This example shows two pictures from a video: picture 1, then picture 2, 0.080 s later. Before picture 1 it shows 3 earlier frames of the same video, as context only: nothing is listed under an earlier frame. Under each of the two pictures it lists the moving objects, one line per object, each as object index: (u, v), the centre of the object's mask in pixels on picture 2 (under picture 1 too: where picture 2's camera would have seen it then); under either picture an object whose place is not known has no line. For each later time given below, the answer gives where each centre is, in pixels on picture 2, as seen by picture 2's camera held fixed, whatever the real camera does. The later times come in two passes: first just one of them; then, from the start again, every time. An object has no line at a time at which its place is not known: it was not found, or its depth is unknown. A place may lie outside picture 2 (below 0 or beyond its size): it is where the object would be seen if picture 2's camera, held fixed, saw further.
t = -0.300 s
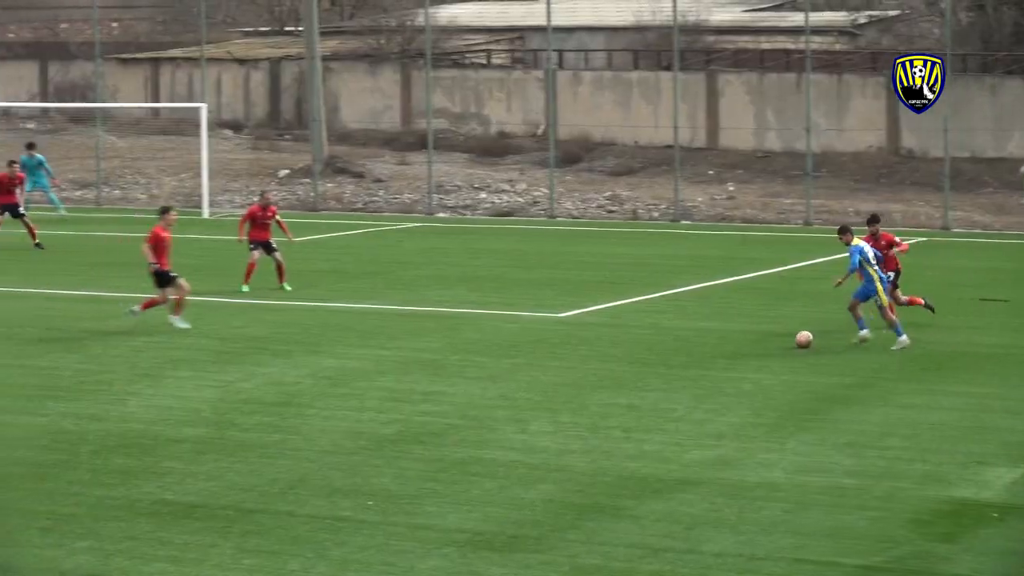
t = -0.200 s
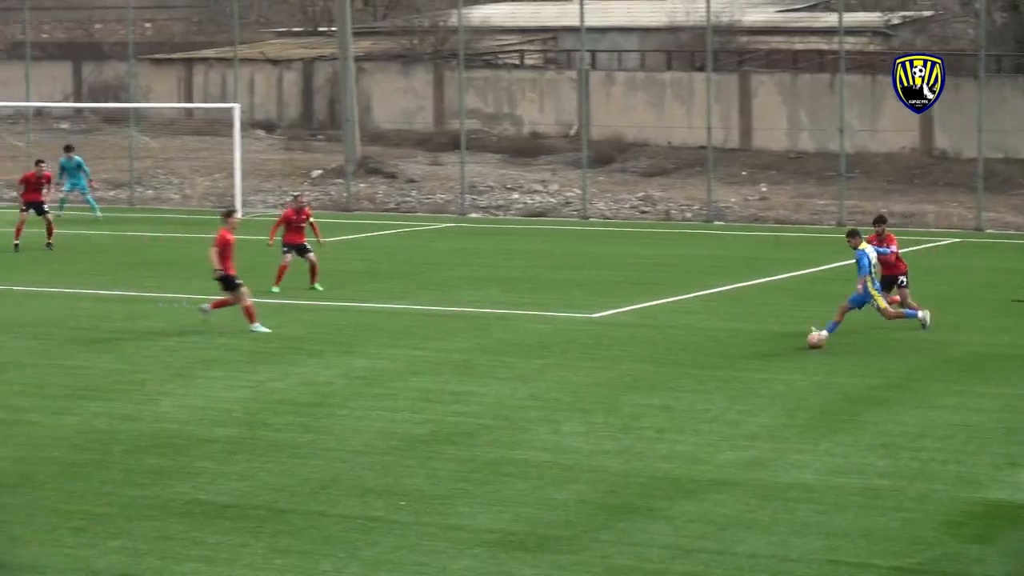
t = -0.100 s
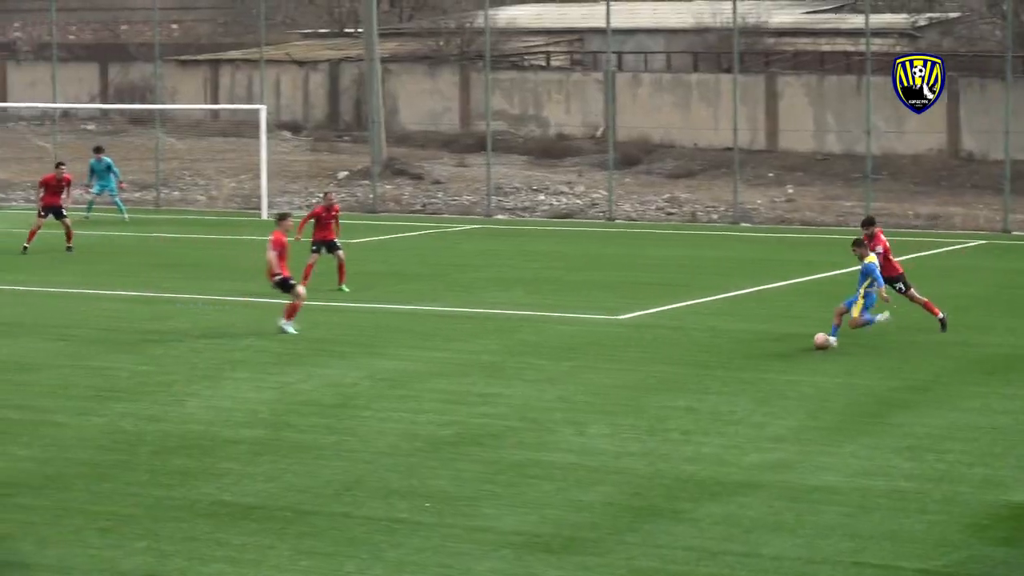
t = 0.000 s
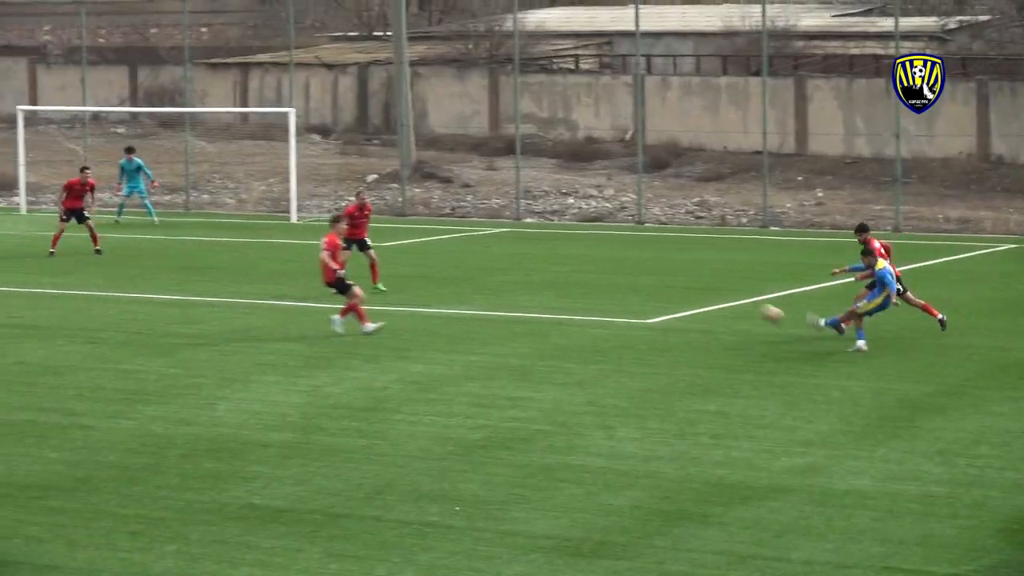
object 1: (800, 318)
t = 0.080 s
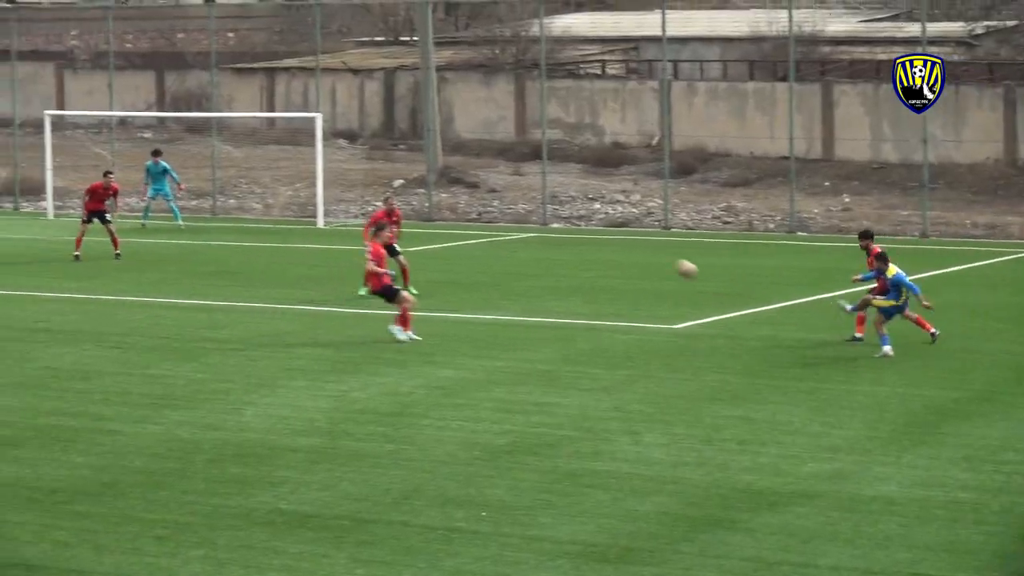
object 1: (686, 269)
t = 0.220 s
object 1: (518, 194)
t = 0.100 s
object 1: (660, 257)
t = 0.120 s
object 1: (635, 246)
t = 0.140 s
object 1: (610, 235)
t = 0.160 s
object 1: (587, 224)
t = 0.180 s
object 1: (564, 213)
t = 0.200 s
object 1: (540, 203)
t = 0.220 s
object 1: (518, 194)
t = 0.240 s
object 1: (496, 185)
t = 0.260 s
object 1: (475, 175)
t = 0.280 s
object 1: (454, 166)
